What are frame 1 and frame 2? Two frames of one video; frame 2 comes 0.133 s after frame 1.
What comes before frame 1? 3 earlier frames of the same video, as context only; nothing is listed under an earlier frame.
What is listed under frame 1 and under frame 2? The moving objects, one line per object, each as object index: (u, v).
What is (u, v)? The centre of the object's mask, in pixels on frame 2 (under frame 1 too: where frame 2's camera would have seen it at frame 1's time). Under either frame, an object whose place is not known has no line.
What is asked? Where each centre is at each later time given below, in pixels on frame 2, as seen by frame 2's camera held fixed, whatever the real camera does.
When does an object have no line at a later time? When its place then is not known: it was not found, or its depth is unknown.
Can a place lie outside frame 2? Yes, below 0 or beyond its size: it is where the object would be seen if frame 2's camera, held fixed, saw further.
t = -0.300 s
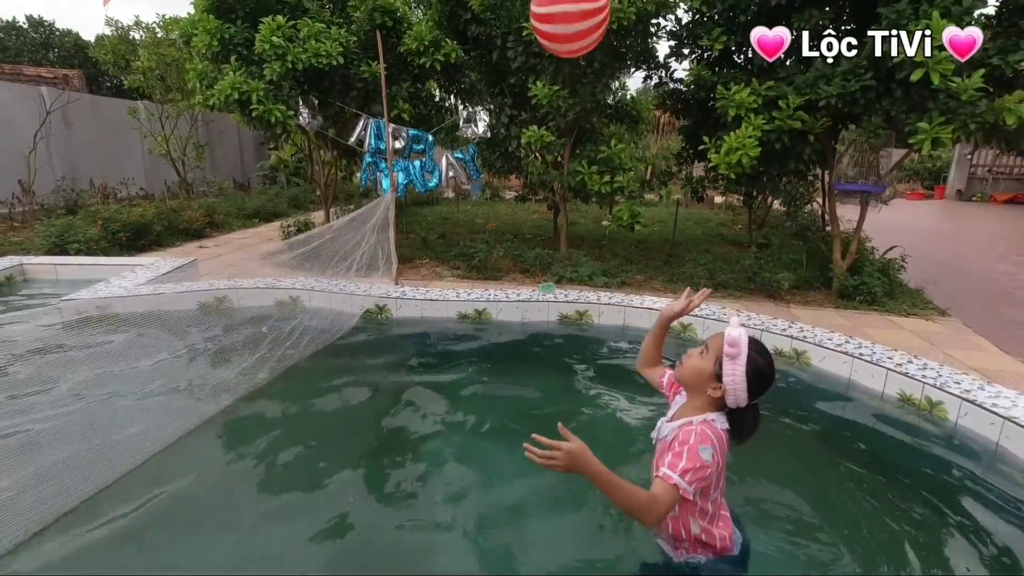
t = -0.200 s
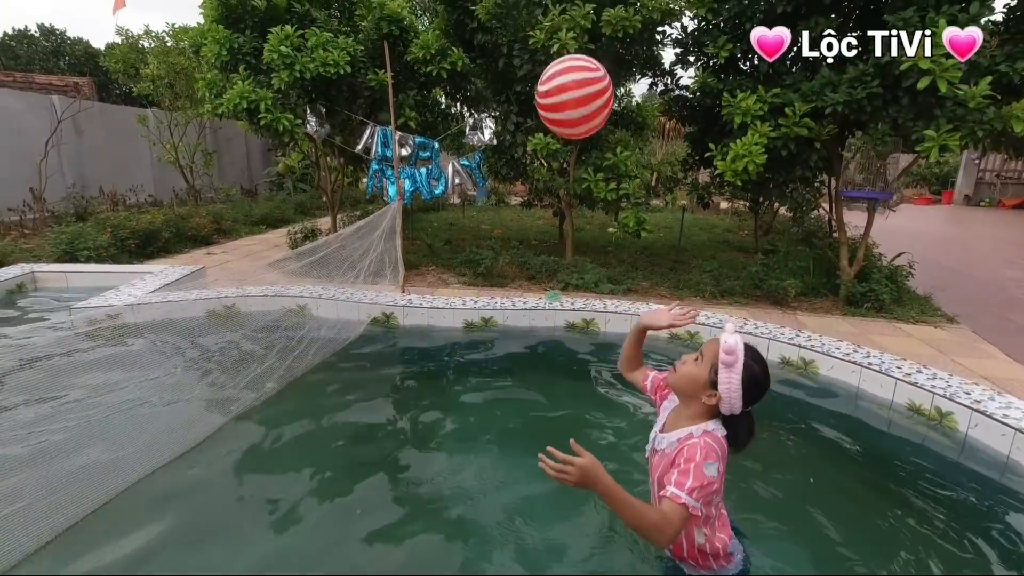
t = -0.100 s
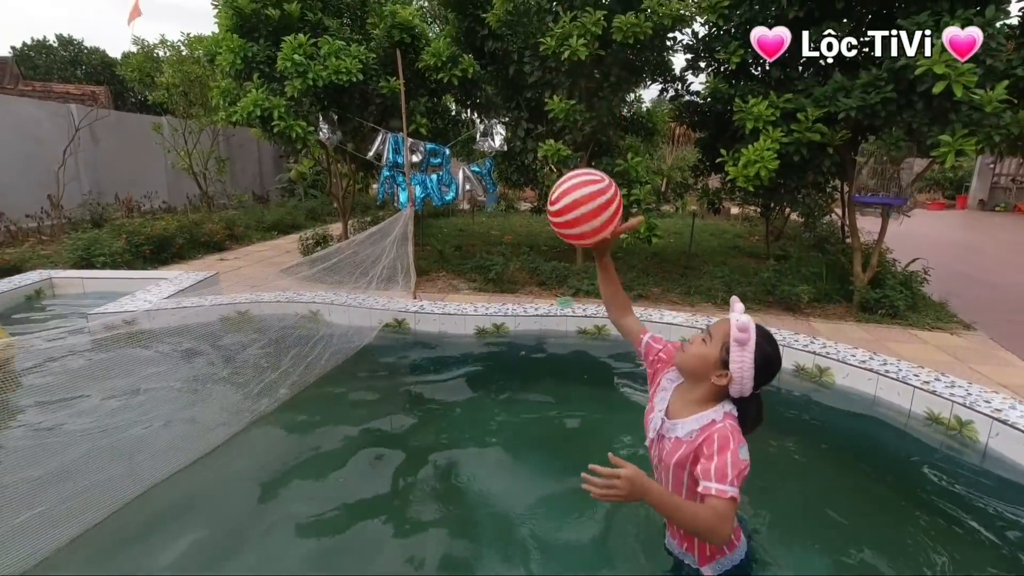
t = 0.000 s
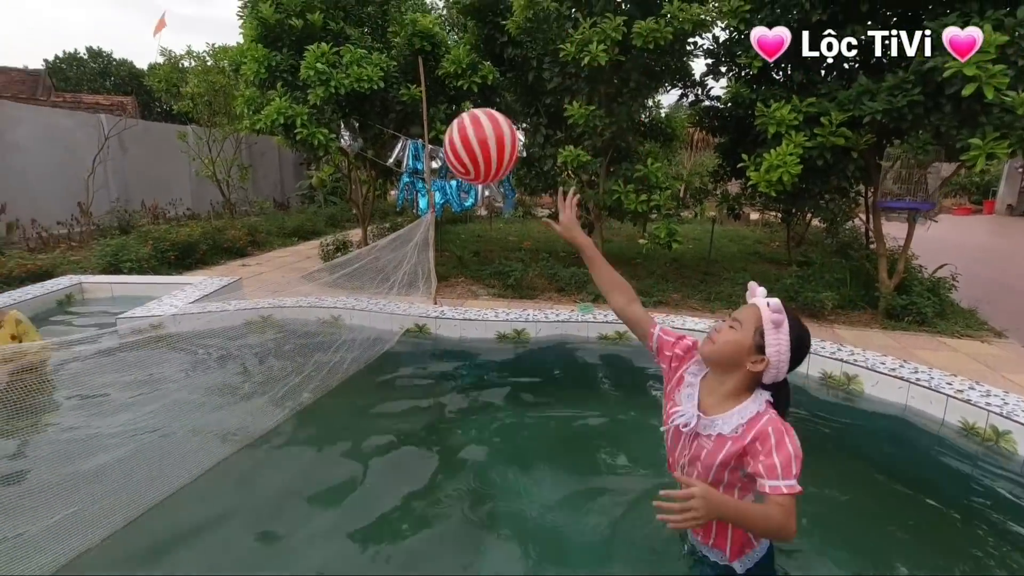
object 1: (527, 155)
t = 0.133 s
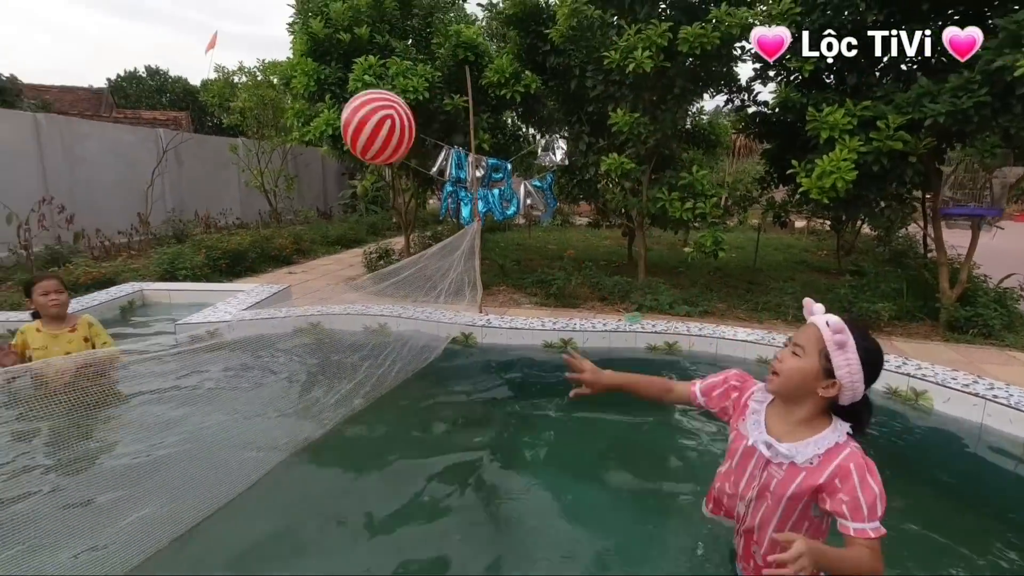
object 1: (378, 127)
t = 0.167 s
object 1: (347, 130)
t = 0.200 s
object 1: (320, 136)
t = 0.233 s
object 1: (294, 145)
